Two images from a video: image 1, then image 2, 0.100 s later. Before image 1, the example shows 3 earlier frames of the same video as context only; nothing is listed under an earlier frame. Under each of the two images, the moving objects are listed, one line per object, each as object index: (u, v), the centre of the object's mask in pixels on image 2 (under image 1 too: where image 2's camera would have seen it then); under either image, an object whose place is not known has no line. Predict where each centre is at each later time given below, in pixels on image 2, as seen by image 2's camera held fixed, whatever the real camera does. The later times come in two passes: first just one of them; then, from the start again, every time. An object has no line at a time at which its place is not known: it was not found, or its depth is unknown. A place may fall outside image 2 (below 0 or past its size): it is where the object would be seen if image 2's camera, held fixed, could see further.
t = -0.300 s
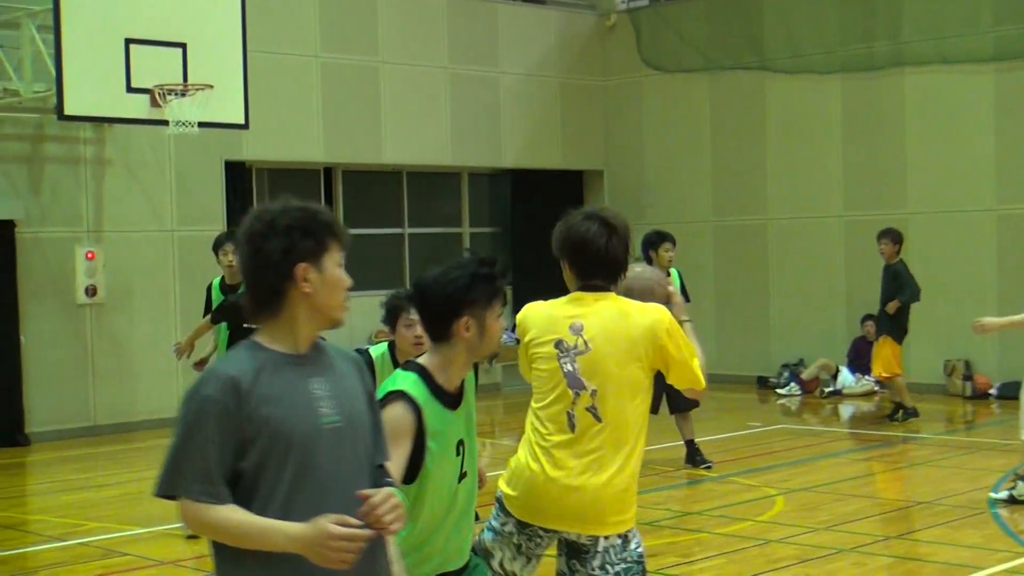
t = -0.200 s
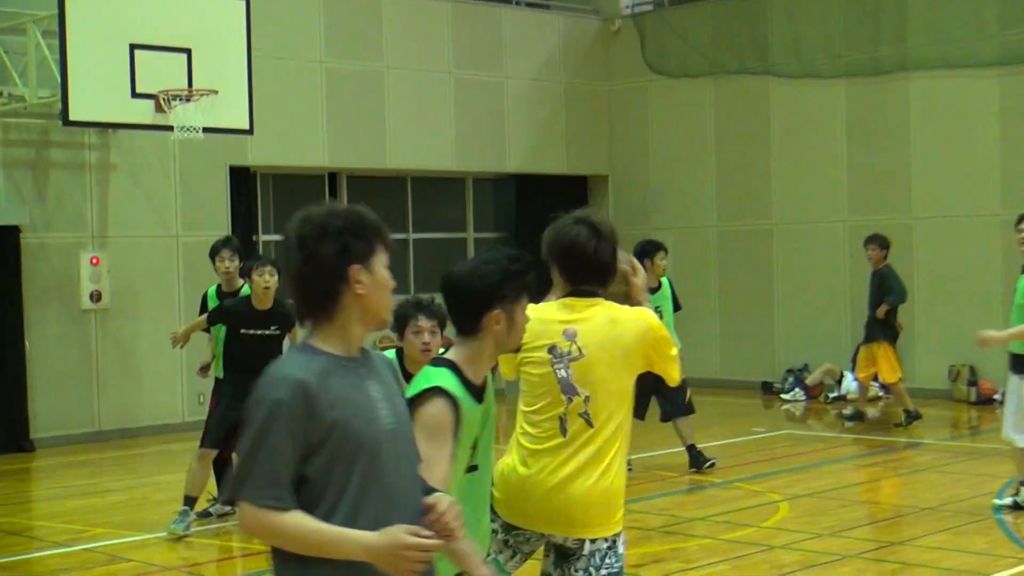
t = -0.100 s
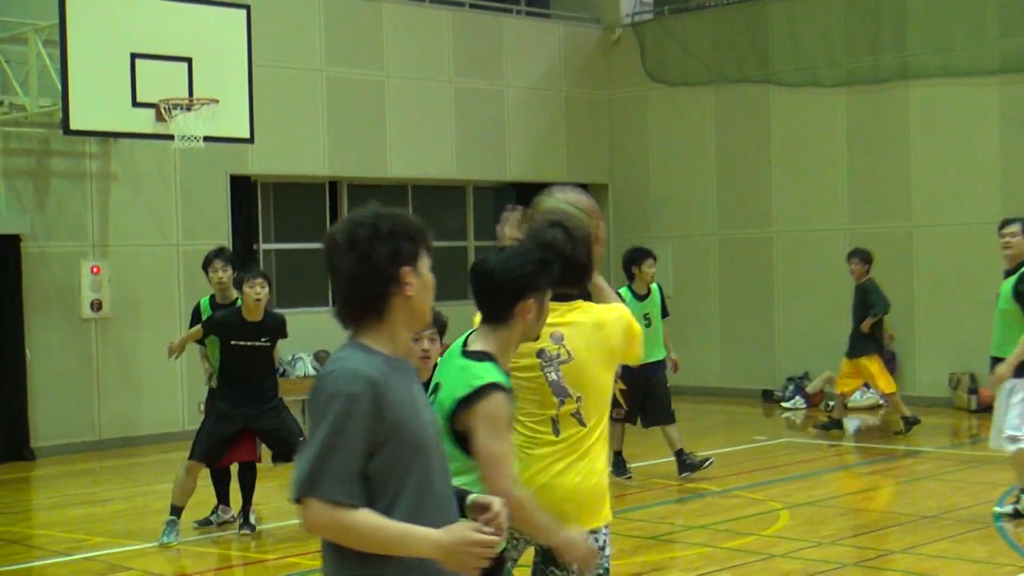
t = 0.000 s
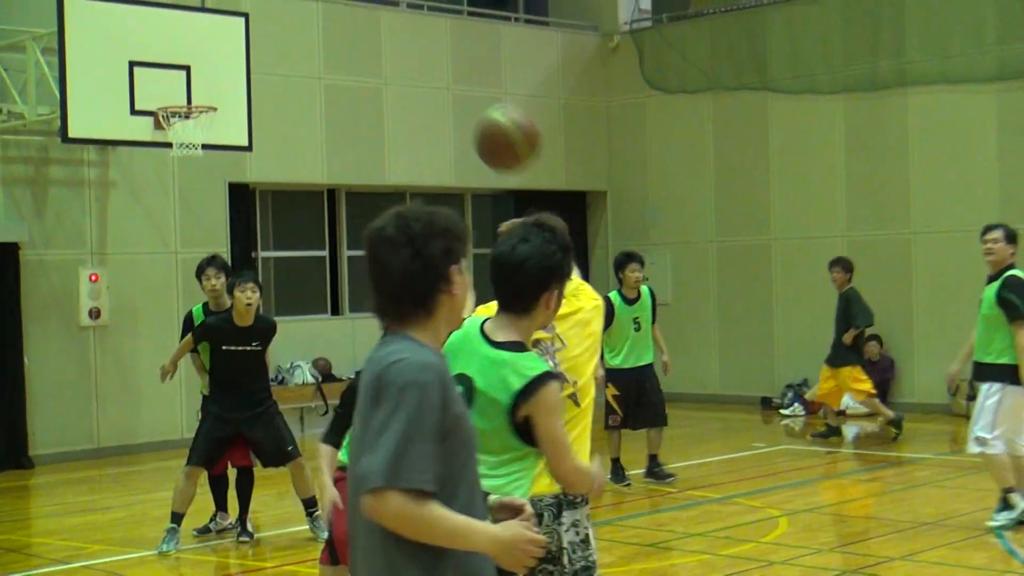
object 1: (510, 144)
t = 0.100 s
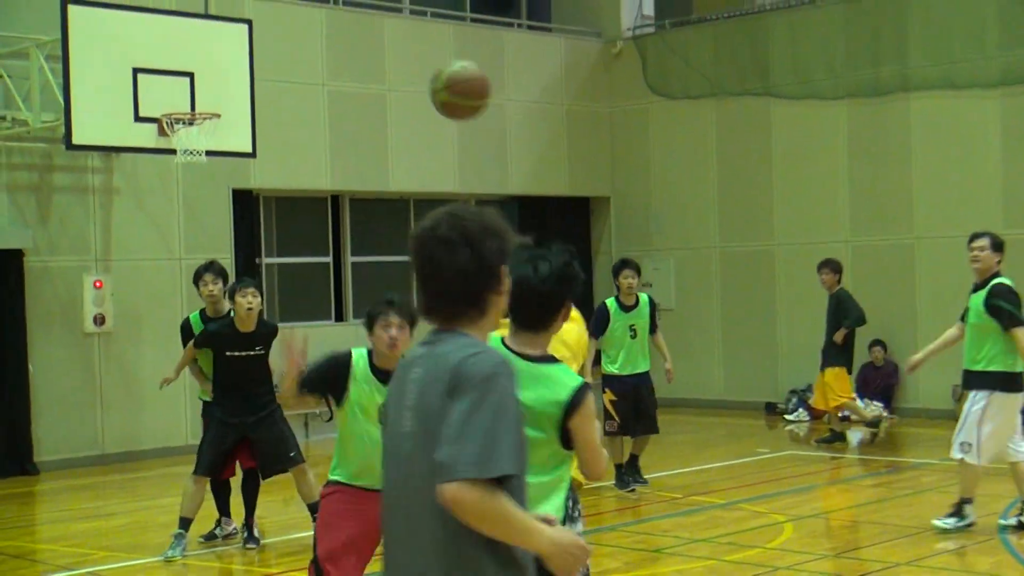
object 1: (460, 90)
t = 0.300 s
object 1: (387, 66)
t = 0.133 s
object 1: (445, 79)
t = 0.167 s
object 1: (432, 72)
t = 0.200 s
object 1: (420, 68)
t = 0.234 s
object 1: (408, 65)
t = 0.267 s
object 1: (397, 64)
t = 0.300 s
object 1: (387, 66)
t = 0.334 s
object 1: (378, 70)
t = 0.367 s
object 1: (369, 76)
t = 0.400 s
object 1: (361, 85)
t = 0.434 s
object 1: (353, 95)
